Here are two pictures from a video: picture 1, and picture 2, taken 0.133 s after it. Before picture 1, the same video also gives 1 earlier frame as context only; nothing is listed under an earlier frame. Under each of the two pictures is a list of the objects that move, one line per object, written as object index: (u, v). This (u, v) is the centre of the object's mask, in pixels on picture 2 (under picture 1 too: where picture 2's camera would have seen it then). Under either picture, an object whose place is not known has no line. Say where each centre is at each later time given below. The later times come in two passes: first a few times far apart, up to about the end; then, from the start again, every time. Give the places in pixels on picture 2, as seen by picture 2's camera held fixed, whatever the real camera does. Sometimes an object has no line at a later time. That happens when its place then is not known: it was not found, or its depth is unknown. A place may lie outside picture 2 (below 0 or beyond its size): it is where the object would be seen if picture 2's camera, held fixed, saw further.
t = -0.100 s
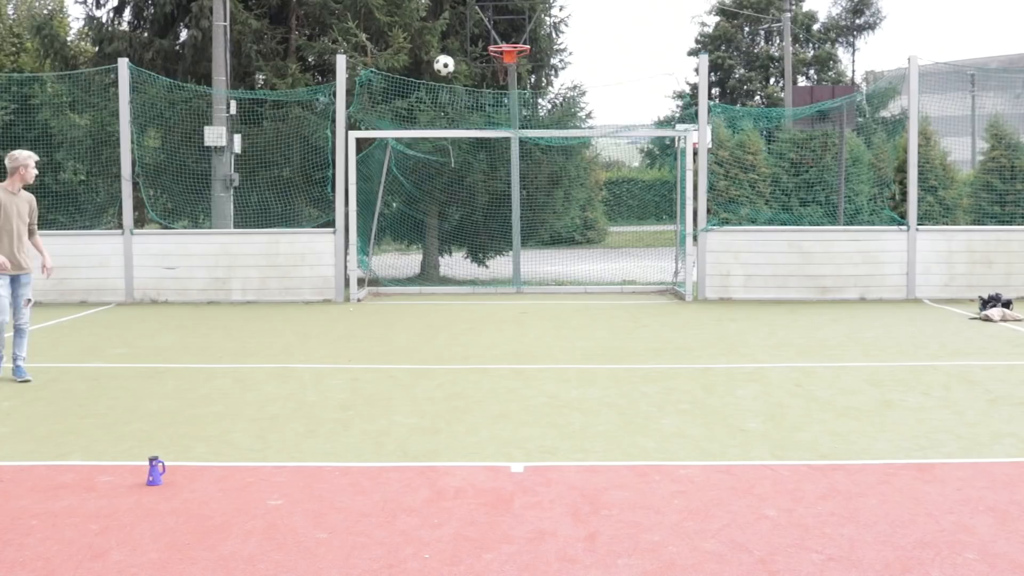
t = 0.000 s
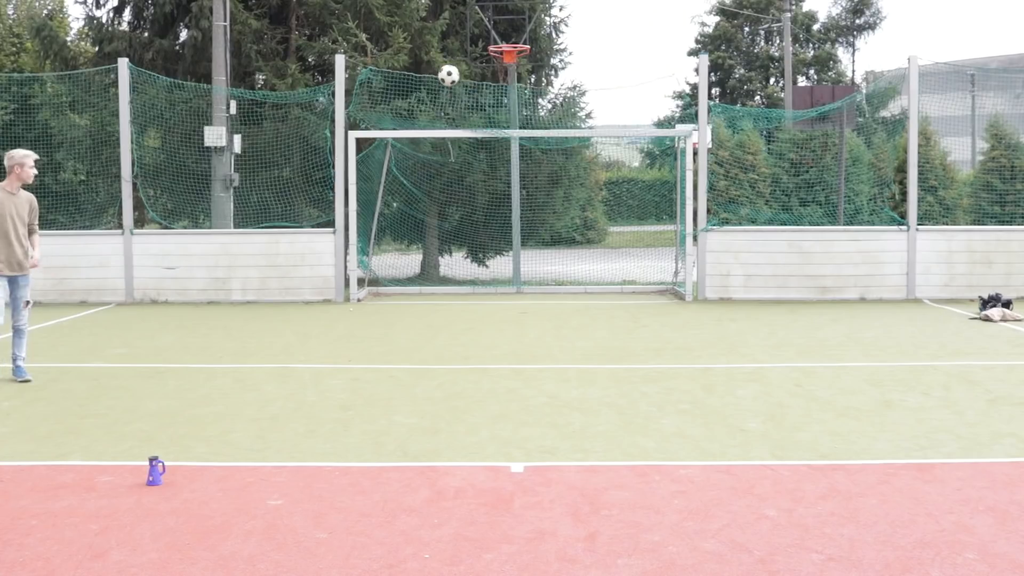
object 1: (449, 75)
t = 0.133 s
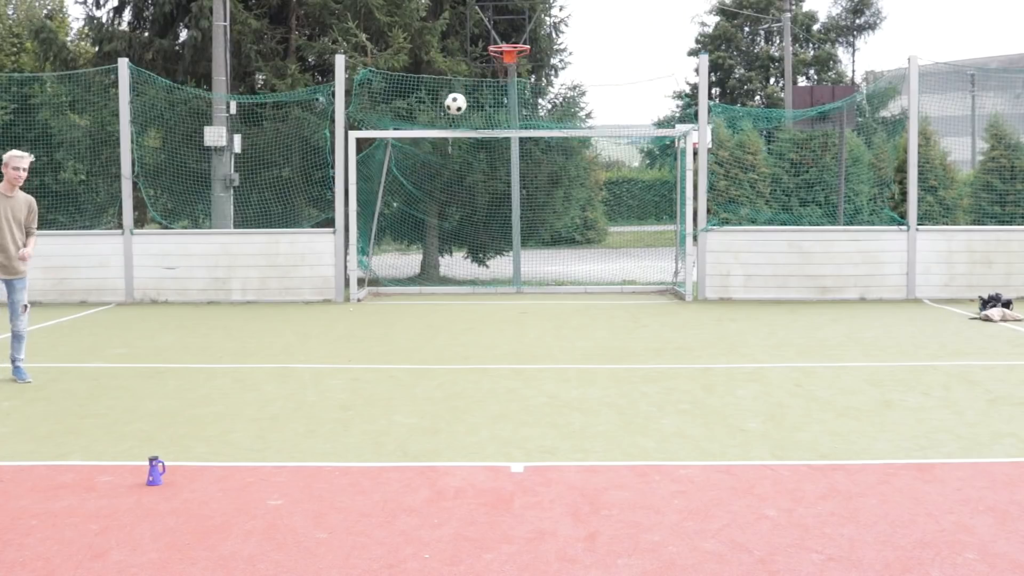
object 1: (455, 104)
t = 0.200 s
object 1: (459, 125)
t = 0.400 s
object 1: (471, 219)
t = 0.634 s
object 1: (484, 280)
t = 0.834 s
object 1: (489, 198)
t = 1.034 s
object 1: (497, 153)
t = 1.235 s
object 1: (505, 150)
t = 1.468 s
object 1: (515, 204)
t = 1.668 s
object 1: (524, 301)
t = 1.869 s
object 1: (528, 285)
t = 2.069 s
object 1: (528, 229)
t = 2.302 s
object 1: (529, 221)
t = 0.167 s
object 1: (457, 114)
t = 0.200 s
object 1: (459, 125)
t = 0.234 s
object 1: (461, 137)
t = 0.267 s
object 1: (462, 151)
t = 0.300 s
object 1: (465, 166)
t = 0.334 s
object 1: (467, 182)
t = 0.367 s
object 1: (469, 200)
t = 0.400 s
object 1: (471, 219)
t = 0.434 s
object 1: (474, 239)
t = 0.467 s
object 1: (476, 261)
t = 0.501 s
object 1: (478, 283)
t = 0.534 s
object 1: (480, 308)
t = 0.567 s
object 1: (482, 315)
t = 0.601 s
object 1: (483, 297)
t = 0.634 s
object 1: (484, 280)
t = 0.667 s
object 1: (484, 263)
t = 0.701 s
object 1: (485, 249)
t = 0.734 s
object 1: (486, 235)
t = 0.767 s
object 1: (487, 222)
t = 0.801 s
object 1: (489, 210)
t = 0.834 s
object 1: (489, 198)
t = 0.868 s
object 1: (491, 188)
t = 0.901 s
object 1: (492, 178)
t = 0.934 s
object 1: (493, 170)
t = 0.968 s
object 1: (494, 163)
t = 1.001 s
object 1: (496, 157)
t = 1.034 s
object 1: (497, 153)
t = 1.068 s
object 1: (498, 150)
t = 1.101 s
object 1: (499, 147)
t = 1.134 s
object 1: (501, 147)
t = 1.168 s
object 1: (502, 147)
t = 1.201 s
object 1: (503, 148)
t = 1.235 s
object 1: (505, 150)
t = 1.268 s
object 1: (506, 154)
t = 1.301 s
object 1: (507, 158)
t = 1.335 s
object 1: (509, 165)
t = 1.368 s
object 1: (510, 172)
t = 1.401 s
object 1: (512, 181)
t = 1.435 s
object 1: (513, 192)
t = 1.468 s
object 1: (515, 204)
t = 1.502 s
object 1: (516, 217)
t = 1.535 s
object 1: (517, 231)
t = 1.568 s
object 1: (519, 246)
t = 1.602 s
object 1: (521, 263)
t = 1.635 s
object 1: (522, 281)
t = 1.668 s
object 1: (524, 301)
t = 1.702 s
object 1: (526, 322)
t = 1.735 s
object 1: (527, 344)
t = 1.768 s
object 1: (527, 328)
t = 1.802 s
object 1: (528, 313)
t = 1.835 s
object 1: (528, 298)
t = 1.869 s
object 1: (528, 285)
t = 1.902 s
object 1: (527, 273)
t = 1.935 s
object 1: (527, 262)
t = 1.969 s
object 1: (527, 251)
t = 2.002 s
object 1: (528, 243)
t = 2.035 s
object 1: (528, 235)
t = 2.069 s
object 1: (528, 229)
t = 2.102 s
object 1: (528, 224)
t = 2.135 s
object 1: (528, 220)
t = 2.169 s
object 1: (528, 218)
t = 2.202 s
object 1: (529, 216)
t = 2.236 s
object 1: (529, 216)
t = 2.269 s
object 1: (529, 218)
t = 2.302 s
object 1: (529, 221)
